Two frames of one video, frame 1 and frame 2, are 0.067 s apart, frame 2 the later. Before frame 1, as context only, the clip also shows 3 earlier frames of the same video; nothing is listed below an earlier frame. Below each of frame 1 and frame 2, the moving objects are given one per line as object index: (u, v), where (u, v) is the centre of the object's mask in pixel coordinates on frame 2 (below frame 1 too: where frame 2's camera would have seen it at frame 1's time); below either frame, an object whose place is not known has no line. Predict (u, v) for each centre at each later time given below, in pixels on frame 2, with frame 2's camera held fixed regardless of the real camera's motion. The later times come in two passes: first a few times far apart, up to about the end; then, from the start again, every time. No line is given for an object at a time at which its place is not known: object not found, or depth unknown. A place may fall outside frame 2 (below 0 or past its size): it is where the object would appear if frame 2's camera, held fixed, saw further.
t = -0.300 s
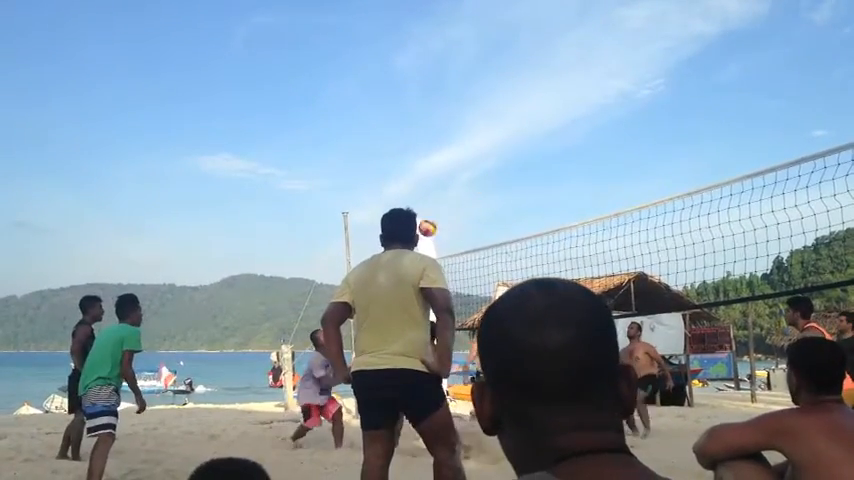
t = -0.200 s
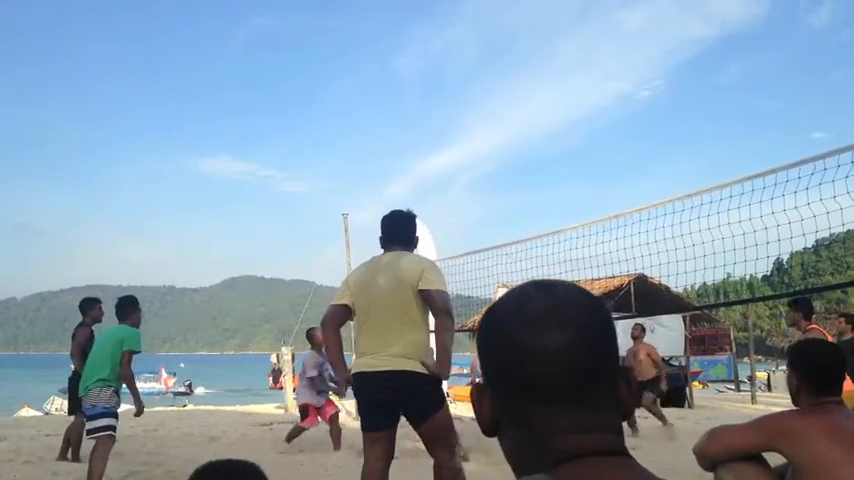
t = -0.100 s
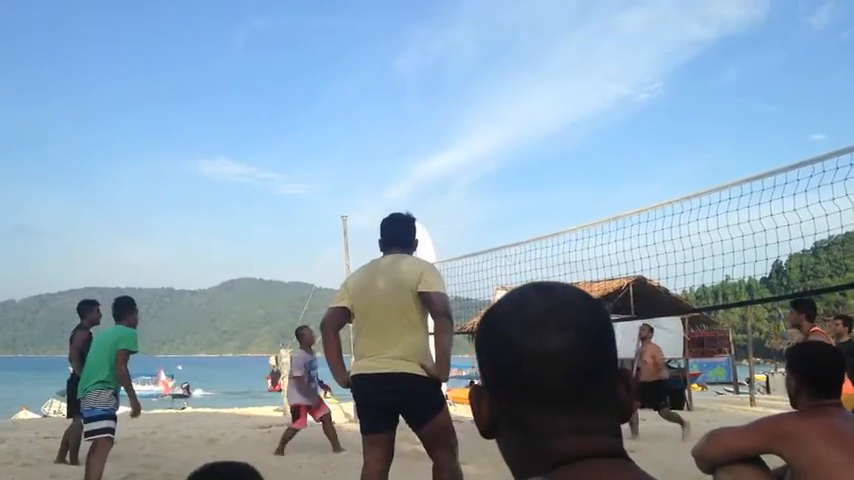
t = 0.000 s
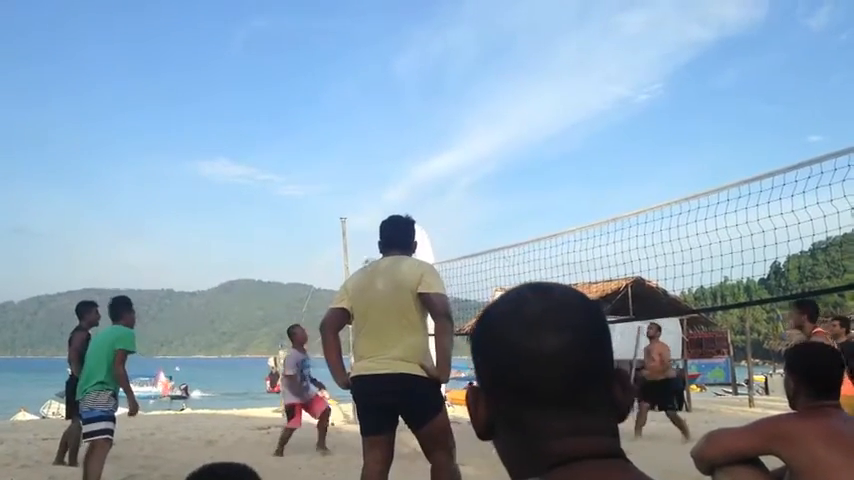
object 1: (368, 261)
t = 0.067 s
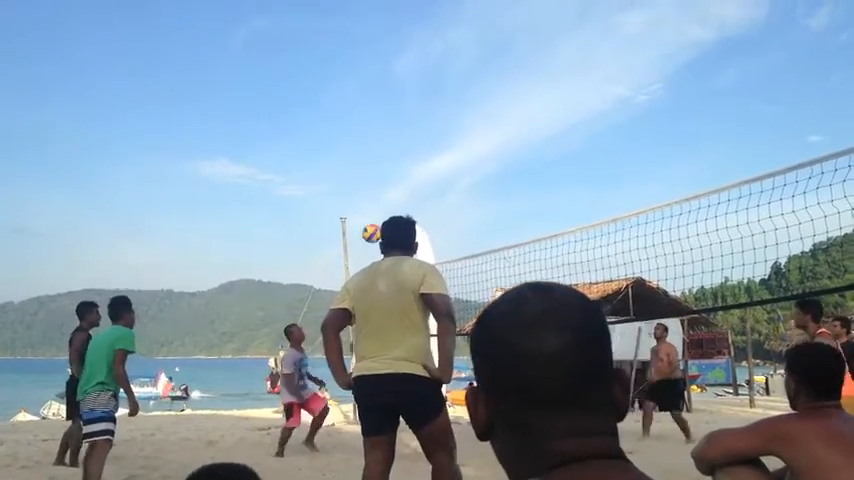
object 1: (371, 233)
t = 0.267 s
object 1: (369, 151)
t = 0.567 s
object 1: (365, 90)
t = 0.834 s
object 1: (363, 106)
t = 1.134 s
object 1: (357, 216)
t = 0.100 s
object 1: (372, 217)
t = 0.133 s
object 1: (371, 202)
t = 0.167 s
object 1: (371, 188)
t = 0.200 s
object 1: (370, 174)
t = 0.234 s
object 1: (370, 162)
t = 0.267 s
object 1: (369, 151)
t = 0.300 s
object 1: (368, 140)
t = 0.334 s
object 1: (368, 130)
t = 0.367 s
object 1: (367, 122)
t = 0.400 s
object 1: (366, 115)
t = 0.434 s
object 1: (366, 107)
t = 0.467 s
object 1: (366, 102)
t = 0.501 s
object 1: (366, 97)
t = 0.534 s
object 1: (365, 93)
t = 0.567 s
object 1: (365, 90)
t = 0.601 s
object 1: (364, 88)
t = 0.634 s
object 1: (365, 87)
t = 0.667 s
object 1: (365, 88)
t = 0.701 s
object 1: (364, 90)
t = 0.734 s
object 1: (364, 92)
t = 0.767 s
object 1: (364, 95)
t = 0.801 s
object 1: (363, 100)
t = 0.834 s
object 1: (363, 106)
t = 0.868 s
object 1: (362, 113)
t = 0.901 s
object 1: (361, 122)
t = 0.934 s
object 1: (361, 131)
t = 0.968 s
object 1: (360, 142)
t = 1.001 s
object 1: (359, 154)
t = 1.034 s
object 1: (359, 167)
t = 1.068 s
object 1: (358, 182)
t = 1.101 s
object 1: (358, 198)
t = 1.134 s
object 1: (357, 216)
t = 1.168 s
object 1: (357, 235)
